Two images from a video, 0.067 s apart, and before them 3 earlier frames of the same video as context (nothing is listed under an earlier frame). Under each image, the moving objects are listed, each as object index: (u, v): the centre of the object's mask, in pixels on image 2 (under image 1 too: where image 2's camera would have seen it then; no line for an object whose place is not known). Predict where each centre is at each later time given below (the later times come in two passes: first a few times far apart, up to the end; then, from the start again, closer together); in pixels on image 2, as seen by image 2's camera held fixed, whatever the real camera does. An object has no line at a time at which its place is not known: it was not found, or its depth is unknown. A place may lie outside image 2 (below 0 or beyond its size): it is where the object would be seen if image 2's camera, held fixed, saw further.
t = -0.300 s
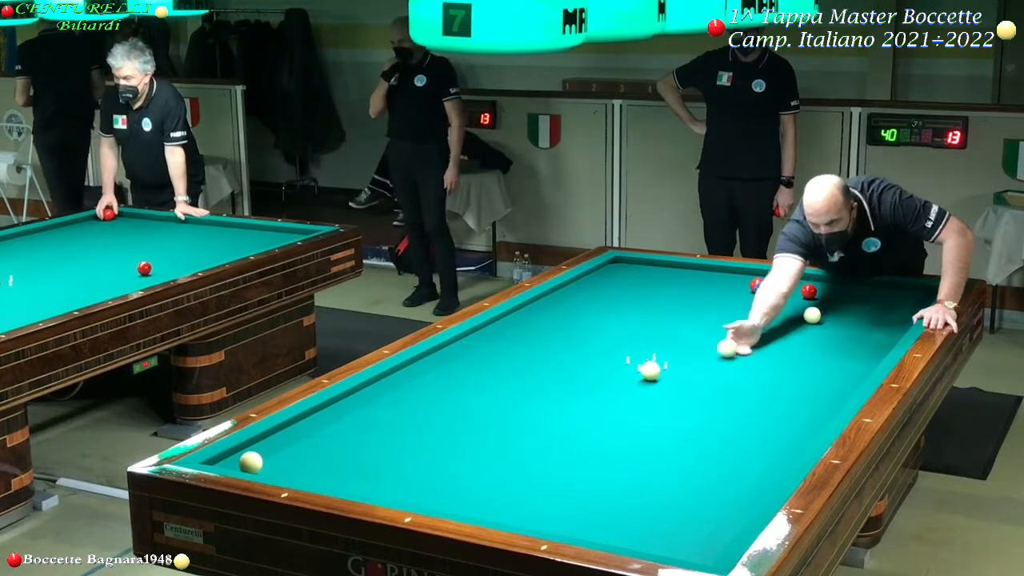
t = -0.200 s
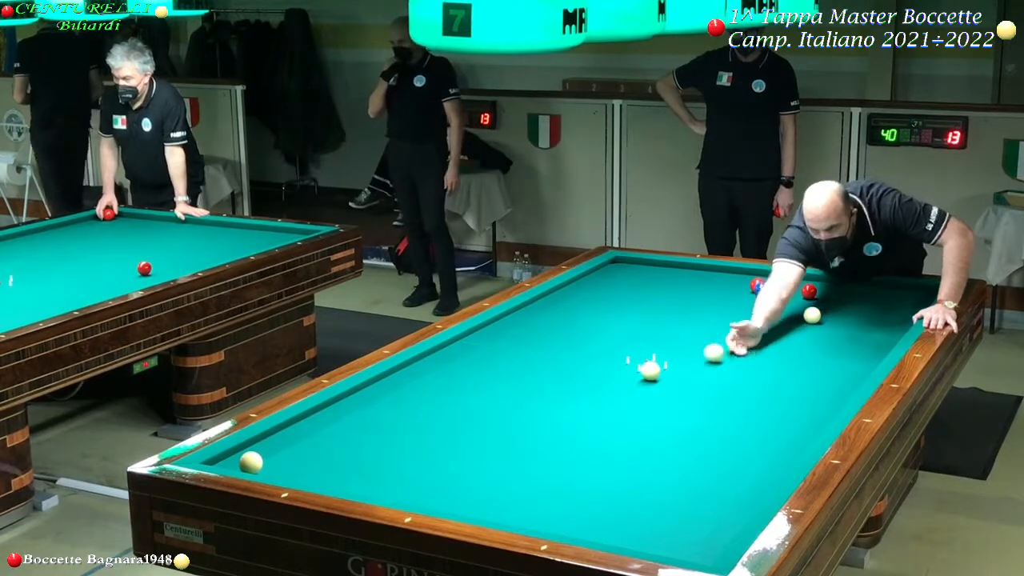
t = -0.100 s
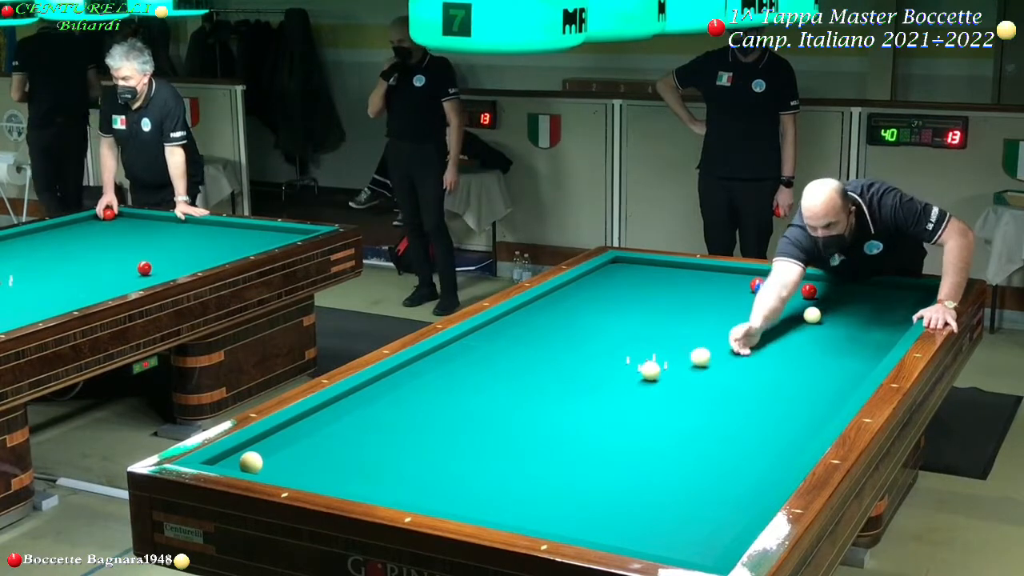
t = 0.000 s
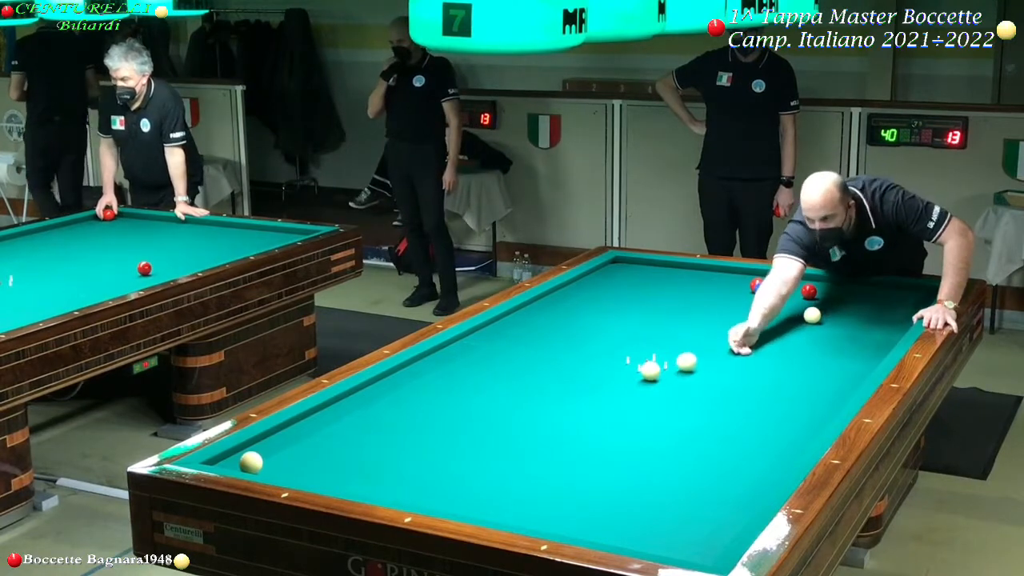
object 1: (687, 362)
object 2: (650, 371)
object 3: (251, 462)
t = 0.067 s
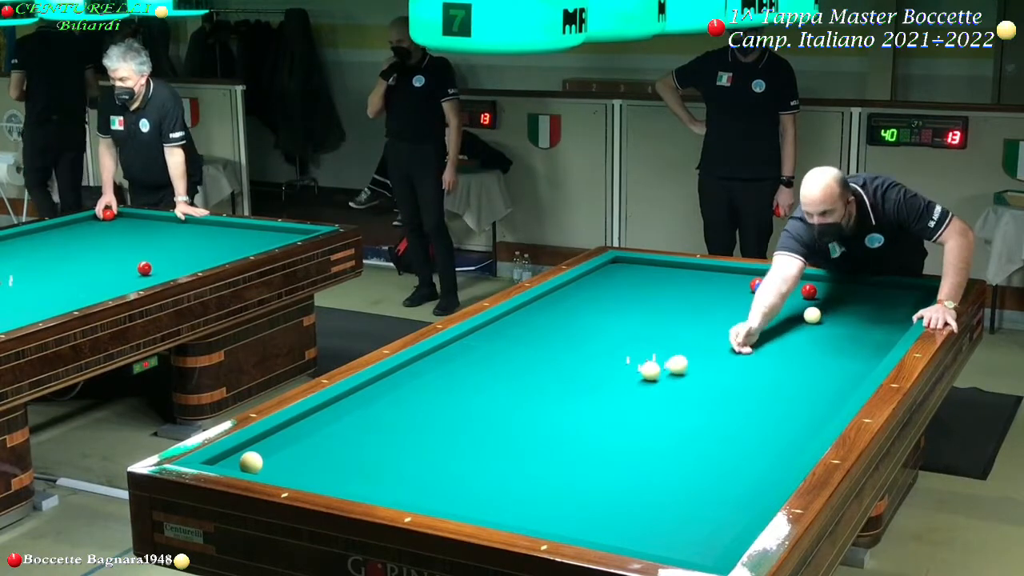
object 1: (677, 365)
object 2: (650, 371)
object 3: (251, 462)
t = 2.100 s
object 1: (652, 422)
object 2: (409, 408)
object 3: (251, 462)
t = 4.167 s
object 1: (638, 471)
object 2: (273, 454)
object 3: (251, 462)
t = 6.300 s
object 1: (630, 504)
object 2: (298, 476)
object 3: (234, 463)
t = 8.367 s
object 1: (631, 511)
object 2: (307, 476)
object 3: (234, 463)
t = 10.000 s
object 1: (630, 511)
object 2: (308, 476)
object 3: (234, 463)
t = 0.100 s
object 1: (673, 366)
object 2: (650, 371)
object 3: (251, 462)
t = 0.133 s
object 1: (669, 368)
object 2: (650, 371)
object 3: (251, 462)
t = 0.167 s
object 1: (668, 369)
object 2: (646, 372)
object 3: (251, 462)
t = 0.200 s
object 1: (669, 370)
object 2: (640, 372)
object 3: (251, 462)
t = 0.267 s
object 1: (669, 371)
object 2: (631, 374)
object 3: (251, 462)
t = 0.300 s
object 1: (669, 372)
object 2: (626, 375)
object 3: (251, 462)
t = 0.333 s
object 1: (668, 373)
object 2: (623, 375)
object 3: (251, 462)
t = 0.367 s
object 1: (668, 374)
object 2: (619, 375)
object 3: (251, 462)
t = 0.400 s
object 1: (667, 375)
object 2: (614, 376)
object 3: (251, 462)
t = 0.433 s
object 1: (667, 376)
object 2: (610, 377)
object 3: (251, 462)
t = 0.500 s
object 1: (667, 378)
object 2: (602, 378)
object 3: (251, 462)
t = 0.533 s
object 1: (666, 379)
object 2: (598, 379)
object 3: (251, 462)
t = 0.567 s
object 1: (666, 380)
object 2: (594, 379)
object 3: (251, 462)
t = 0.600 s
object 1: (666, 381)
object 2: (590, 380)
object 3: (251, 462)
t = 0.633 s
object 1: (665, 381)
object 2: (586, 381)
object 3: (251, 462)
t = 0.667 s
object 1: (665, 382)
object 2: (582, 381)
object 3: (251, 462)
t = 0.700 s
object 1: (665, 383)
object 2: (578, 382)
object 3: (251, 462)
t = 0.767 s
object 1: (664, 385)
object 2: (570, 383)
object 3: (251, 462)
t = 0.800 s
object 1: (664, 386)
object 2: (565, 384)
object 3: (251, 462)
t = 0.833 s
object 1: (663, 387)
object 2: (562, 384)
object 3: (251, 462)
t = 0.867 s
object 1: (663, 388)
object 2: (558, 385)
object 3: (251, 462)
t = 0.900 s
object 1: (662, 389)
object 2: (553, 385)
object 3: (251, 462)
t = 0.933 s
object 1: (662, 390)
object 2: (550, 386)
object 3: (251, 462)
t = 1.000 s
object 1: (662, 392)
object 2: (542, 387)
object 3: (251, 462)
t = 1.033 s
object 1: (661, 393)
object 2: (538, 388)
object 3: (251, 462)
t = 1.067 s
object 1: (661, 394)
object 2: (534, 388)
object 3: (251, 462)
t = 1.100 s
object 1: (661, 395)
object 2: (530, 389)
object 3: (251, 462)
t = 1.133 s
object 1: (660, 396)
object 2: (525, 390)
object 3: (251, 462)
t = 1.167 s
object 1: (660, 396)
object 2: (521, 390)
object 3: (251, 462)
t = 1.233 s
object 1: (660, 398)
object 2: (514, 391)
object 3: (251, 462)
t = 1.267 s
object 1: (659, 399)
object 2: (509, 392)
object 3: (251, 462)
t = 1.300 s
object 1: (659, 400)
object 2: (505, 393)
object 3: (251, 462)
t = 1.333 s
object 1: (658, 401)
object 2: (501, 394)
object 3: (251, 462)
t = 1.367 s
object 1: (658, 402)
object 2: (497, 394)
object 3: (251, 462)
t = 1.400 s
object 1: (658, 403)
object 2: (493, 395)
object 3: (251, 462)
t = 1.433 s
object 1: (658, 404)
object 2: (489, 395)
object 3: (251, 462)
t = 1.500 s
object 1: (657, 405)
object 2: (481, 396)
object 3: (251, 462)
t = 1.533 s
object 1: (657, 407)
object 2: (477, 397)
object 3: (251, 462)
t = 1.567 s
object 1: (656, 407)
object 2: (473, 398)
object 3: (251, 462)
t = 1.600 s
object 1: (656, 408)
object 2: (469, 399)
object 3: (251, 462)
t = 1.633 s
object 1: (656, 409)
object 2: (465, 399)
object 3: (251, 462)
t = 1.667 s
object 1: (655, 410)
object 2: (461, 400)
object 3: (251, 462)
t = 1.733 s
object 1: (655, 411)
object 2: (453, 401)
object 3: (251, 462)
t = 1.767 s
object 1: (654, 413)
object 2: (449, 401)
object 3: (251, 462)
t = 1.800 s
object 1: (654, 414)
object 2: (445, 402)
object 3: (251, 462)
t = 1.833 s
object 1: (654, 415)
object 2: (441, 403)
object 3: (251, 462)
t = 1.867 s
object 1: (654, 416)
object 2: (437, 403)
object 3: (251, 462)
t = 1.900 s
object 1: (653, 417)
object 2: (433, 404)
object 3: (251, 462)
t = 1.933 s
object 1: (653, 417)
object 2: (429, 405)
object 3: (251, 462)
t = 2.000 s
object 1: (652, 420)
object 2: (421, 406)
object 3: (251, 462)
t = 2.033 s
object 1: (652, 421)
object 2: (417, 407)
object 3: (251, 462)
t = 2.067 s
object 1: (652, 422)
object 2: (413, 407)
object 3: (251, 462)
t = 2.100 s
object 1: (652, 422)
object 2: (409, 408)
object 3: (251, 462)
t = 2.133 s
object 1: (651, 423)
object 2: (405, 408)
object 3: (251, 462)
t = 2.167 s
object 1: (651, 424)
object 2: (402, 409)
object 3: (251, 462)
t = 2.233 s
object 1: (650, 426)
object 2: (394, 410)
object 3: (251, 462)
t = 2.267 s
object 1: (650, 427)
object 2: (390, 410)
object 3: (251, 462)
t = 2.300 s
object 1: (650, 427)
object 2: (386, 411)
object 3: (251, 462)
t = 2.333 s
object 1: (650, 428)
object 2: (382, 412)
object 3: (251, 462)
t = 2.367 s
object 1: (649, 429)
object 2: (378, 413)
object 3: (251, 462)
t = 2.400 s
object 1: (649, 430)
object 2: (374, 413)
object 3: (251, 462)
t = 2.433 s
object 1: (649, 431)
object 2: (371, 414)
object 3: (251, 462)
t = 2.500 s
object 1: (648, 433)
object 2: (362, 415)
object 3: (251, 462)
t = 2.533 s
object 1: (648, 433)
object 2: (359, 415)
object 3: (251, 462)
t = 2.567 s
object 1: (648, 434)
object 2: (355, 416)
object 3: (251, 462)
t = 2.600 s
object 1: (647, 435)
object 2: (351, 417)
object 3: (251, 462)
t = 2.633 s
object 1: (647, 436)
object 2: (347, 417)
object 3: (251, 462)
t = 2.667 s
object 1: (647, 437)
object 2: (344, 418)
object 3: (251, 462)
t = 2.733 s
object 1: (646, 438)
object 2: (336, 419)
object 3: (251, 462)
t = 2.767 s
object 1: (646, 439)
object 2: (332, 420)
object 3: (251, 462)
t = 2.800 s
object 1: (646, 440)
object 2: (328, 420)
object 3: (251, 462)
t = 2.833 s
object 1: (645, 441)
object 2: (325, 421)
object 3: (251, 462)
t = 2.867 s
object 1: (645, 441)
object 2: (321, 421)
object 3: (251, 462)
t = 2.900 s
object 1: (645, 442)
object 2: (317, 422)
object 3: (251, 462)
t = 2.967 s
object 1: (645, 444)
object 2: (310, 423)
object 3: (251, 462)
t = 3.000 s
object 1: (644, 445)
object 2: (306, 424)
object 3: (251, 462)
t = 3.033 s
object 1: (644, 446)
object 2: (302, 424)
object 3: (251, 462)
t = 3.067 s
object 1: (644, 446)
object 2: (298, 425)
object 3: (251, 462)
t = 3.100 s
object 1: (644, 447)
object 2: (294, 425)
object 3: (251, 462)
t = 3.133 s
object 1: (643, 448)
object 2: (291, 426)
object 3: (251, 462)
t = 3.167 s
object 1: (643, 449)
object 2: (288, 426)
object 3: (251, 462)
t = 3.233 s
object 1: (643, 450)
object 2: (287, 428)
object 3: (251, 462)
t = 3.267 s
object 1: (643, 451)
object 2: (286, 429)
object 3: (251, 462)
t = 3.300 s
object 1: (642, 452)
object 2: (286, 430)
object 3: (251, 462)
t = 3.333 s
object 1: (642, 453)
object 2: (285, 431)
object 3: (251, 462)
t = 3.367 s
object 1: (642, 454)
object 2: (285, 432)
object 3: (251, 462)
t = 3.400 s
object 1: (642, 454)
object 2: (284, 433)
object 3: (251, 462)
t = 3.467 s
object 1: (641, 456)
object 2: (283, 435)
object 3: (251, 462)
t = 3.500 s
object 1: (641, 457)
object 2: (283, 436)
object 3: (251, 462)
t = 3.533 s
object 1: (641, 457)
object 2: (282, 437)
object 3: (251, 462)
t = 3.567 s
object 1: (641, 458)
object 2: (282, 438)
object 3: (251, 462)
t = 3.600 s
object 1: (641, 459)
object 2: (281, 439)
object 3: (251, 462)
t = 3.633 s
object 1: (640, 460)
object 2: (281, 440)
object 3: (251, 462)
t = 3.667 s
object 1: (640, 461)
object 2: (280, 441)
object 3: (251, 462)
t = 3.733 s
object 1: (640, 462)
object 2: (280, 442)
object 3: (251, 462)
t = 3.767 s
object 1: (640, 463)
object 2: (279, 443)
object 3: (251, 462)
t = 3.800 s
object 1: (639, 464)
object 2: (279, 444)
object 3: (251, 462)
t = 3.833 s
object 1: (639, 464)
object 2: (278, 445)
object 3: (251, 462)
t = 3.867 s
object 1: (639, 465)
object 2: (277, 446)
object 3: (251, 462)
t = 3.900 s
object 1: (639, 466)
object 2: (277, 447)
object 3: (251, 462)
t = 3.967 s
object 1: (639, 467)
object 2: (276, 448)
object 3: (251, 462)
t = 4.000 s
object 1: (638, 468)
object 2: (276, 449)
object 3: (251, 462)
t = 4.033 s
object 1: (638, 469)
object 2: (275, 451)
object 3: (251, 462)
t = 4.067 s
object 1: (638, 470)
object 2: (275, 451)
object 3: (251, 462)
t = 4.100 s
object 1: (638, 470)
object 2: (274, 452)
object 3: (251, 462)
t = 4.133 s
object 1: (638, 471)
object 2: (274, 453)
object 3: (251, 462)
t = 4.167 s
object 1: (638, 471)
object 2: (273, 454)
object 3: (251, 462)
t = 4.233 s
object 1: (637, 473)
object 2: (272, 456)
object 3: (251, 462)
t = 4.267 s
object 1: (637, 474)
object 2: (272, 456)
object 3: (251, 462)
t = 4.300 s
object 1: (637, 474)
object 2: (272, 457)
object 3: (251, 462)
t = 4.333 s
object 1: (636, 475)
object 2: (272, 458)
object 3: (250, 462)
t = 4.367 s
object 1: (636, 476)
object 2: (272, 458)
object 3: (249, 462)
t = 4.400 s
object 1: (636, 476)
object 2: (272, 459)
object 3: (248, 463)
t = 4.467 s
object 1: (636, 477)
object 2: (273, 460)
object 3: (247, 463)
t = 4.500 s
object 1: (636, 478)
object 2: (274, 461)
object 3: (246, 463)
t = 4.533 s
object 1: (636, 479)
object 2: (274, 461)
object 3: (245, 463)
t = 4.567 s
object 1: (636, 479)
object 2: (275, 462)
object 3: (244, 463)
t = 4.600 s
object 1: (635, 480)
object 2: (275, 462)
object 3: (243, 463)
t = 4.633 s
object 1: (635, 480)
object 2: (276, 462)
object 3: (243, 463)
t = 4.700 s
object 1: (635, 482)
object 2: (277, 464)
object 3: (241, 463)
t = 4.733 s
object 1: (635, 482)
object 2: (277, 464)
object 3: (240, 464)
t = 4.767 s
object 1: (635, 483)
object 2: (278, 465)
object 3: (240, 464)
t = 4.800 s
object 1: (634, 483)
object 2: (278, 465)
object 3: (239, 464)
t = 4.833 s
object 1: (634, 484)
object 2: (279, 466)
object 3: (238, 463)
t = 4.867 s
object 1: (634, 485)
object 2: (279, 466)
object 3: (237, 464)
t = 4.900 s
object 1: (634, 485)
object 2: (279, 466)
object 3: (237, 464)
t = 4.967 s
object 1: (634, 486)
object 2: (280, 467)
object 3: (235, 464)
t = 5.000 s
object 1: (634, 487)
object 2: (281, 468)
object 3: (234, 464)
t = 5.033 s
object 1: (633, 487)
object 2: (281, 468)
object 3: (234, 464)
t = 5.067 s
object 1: (633, 488)
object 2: (282, 468)
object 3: (234, 464)
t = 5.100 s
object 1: (633, 489)
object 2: (282, 468)
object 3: (234, 464)
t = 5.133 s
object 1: (633, 489)
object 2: (282, 469)
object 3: (234, 464)
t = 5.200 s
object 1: (633, 490)
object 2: (283, 469)
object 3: (234, 464)
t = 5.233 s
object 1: (633, 491)
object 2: (283, 470)
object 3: (235, 463)
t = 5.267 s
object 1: (633, 491)
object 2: (284, 470)
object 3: (235, 463)
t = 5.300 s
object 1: (632, 492)
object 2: (284, 470)
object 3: (235, 463)
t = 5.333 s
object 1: (632, 492)
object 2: (284, 471)
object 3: (235, 463)
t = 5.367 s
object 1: (632, 493)
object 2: (285, 471)
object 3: (235, 463)
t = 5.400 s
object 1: (632, 493)
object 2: (285, 471)
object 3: (235, 463)
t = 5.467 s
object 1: (632, 494)
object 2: (286, 472)
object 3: (235, 463)
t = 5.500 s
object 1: (632, 495)
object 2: (286, 472)
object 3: (235, 463)
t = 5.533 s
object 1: (632, 495)
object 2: (287, 472)
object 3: (235, 463)
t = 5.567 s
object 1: (632, 496)
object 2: (287, 472)
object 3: (235, 463)
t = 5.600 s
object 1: (632, 496)
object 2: (288, 473)
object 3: (235, 463)
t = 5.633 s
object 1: (631, 497)
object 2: (288, 473)
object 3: (235, 463)
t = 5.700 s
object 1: (631, 497)
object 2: (289, 474)
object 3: (235, 463)
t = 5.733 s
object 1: (631, 498)
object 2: (289, 474)
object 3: (234, 463)
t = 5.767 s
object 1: (631, 498)
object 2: (289, 474)
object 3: (234, 463)
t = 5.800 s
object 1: (631, 499)
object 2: (290, 474)
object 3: (234, 463)
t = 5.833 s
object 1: (631, 499)
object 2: (290, 475)
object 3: (234, 463)
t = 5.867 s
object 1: (631, 500)
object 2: (291, 475)
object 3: (234, 463)
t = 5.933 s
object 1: (631, 500)
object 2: (291, 475)
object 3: (234, 463)
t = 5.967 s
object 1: (631, 501)
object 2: (292, 475)
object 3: (234, 463)
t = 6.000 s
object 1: (631, 501)
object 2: (292, 475)
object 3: (234, 463)
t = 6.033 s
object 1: (631, 501)
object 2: (293, 475)
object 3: (234, 463)
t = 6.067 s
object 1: (631, 502)
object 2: (294, 475)
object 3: (234, 463)
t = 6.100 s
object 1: (631, 502)
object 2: (294, 475)
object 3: (234, 463)
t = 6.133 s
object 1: (631, 503)
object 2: (295, 476)
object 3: (234, 463)
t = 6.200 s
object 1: (631, 503)
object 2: (296, 476)
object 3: (234, 463)
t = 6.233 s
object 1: (630, 504)
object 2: (297, 476)
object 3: (234, 463)
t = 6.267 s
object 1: (631, 504)
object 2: (298, 476)
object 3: (234, 463)
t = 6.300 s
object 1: (630, 504)
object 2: (298, 476)
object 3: (234, 463)
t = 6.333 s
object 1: (631, 505)
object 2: (298, 476)
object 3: (234, 463)
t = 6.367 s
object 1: (630, 505)
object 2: (299, 475)
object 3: (234, 463)
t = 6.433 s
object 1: (630, 505)
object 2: (300, 475)
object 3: (234, 463)
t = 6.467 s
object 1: (630, 506)
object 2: (301, 476)
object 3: (234, 463)
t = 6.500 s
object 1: (630, 506)
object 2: (301, 476)
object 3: (234, 463)
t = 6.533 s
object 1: (631, 506)
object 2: (301, 476)
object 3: (234, 463)
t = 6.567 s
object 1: (630, 506)
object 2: (302, 476)
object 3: (234, 463)
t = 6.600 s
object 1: (630, 507)
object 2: (302, 476)
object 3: (234, 463)
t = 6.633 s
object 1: (630, 507)
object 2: (302, 476)
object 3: (234, 463)
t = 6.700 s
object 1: (630, 507)
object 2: (303, 476)
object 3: (234, 463)
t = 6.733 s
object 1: (631, 508)
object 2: (303, 476)
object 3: (234, 463)
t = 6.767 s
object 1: (630, 508)
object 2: (304, 476)
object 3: (234, 463)
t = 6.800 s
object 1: (630, 508)
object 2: (304, 476)
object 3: (234, 463)
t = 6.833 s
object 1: (630, 508)
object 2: (305, 476)
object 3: (234, 463)
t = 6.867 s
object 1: (630, 508)
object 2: (305, 476)
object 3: (234, 463)
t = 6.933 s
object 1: (630, 509)
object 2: (306, 475)
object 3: (234, 463)
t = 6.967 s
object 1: (630, 509)
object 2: (306, 475)
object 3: (234, 463)
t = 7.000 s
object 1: (630, 509)
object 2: (306, 476)
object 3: (234, 463)
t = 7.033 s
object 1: (630, 509)
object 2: (306, 476)
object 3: (234, 463)
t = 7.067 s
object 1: (630, 509)
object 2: (306, 476)
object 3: (234, 463)
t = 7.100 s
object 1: (630, 509)
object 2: (307, 476)
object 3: (234, 463)
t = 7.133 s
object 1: (630, 510)
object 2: (307, 476)
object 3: (234, 463)
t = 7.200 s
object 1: (630, 510)
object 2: (307, 476)
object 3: (234, 463)
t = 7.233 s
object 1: (630, 510)
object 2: (307, 476)
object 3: (234, 463)
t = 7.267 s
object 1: (630, 510)
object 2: (307, 476)
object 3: (234, 463)
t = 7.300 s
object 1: (630, 510)
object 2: (307, 476)
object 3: (234, 463)
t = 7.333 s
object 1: (630, 510)
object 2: (307, 476)
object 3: (234, 463)
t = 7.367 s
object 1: (630, 510)
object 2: (307, 476)
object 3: (234, 463)
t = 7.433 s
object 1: (630, 510)
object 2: (307, 476)
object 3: (234, 463)
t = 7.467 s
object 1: (630, 510)
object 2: (307, 476)
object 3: (234, 463)
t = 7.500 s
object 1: (630, 511)
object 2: (307, 476)
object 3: (234, 463)
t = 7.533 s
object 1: (631, 511)
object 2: (307, 476)
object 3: (234, 463)
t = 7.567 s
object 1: (631, 511)
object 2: (307, 476)
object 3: (234, 463)
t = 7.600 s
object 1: (630, 511)
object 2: (307, 476)
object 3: (234, 463)
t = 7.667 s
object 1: (631, 511)
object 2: (307, 476)
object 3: (234, 463)
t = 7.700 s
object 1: (631, 511)
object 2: (307, 476)
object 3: (234, 463)
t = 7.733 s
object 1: (631, 511)
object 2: (307, 476)
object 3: (234, 463)
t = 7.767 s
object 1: (631, 511)
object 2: (307, 476)
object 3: (234, 463)
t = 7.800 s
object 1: (631, 511)
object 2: (307, 476)
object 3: (234, 463)
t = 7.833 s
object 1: (631, 511)
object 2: (307, 476)
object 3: (234, 463)
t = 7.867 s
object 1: (631, 511)
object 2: (308, 476)
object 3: (234, 463)
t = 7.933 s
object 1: (631, 510)
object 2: (308, 476)
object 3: (234, 463)
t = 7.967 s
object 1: (631, 510)
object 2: (308, 476)
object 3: (234, 463)
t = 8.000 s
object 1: (631, 511)
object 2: (308, 476)
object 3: (234, 463)
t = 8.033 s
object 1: (631, 511)
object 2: (308, 476)
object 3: (234, 463)
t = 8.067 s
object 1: (631, 511)
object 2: (308, 476)
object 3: (234, 463)
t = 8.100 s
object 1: (631, 511)
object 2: (308, 476)
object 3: (234, 463)
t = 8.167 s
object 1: (631, 510)
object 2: (308, 476)
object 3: (234, 463)
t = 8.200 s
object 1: (631, 511)
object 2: (307, 476)
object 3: (234, 463)
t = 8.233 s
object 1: (631, 511)
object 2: (307, 476)
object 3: (234, 463)
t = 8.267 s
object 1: (631, 510)
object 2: (307, 476)
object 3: (234, 463)
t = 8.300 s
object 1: (630, 511)
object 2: (307, 476)
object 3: (234, 463)
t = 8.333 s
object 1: (631, 511)
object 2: (308, 476)
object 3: (234, 463)
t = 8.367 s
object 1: (631, 511)
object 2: (307, 476)
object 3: (234, 463)
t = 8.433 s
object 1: (631, 511)
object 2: (307, 476)
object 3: (234, 463)
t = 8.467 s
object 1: (630, 510)
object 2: (307, 476)
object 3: (234, 463)
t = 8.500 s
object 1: (631, 511)
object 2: (307, 476)
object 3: (234, 463)
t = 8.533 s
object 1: (631, 511)
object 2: (308, 476)
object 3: (234, 463)
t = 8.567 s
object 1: (631, 511)
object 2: (307, 476)
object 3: (234, 463)
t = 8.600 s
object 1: (631, 511)
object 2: (307, 476)
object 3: (234, 463)
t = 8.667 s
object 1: (630, 511)
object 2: (307, 476)
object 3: (234, 463)
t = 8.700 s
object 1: (631, 511)
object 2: (307, 476)
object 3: (234, 463)
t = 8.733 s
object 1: (630, 511)
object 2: (307, 476)
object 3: (234, 463)
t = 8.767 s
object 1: (630, 511)
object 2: (307, 476)
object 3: (234, 463)
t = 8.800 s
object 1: (630, 511)
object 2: (307, 476)
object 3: (234, 463)
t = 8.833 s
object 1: (631, 511)
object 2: (308, 476)
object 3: (234, 463)
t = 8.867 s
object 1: (630, 511)
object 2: (307, 476)
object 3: (234, 463)
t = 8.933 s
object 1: (631, 511)
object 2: (307, 476)
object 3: (234, 463)
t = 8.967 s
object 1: (631, 511)
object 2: (307, 476)
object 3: (234, 463)
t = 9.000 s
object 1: (631, 511)
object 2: (307, 476)
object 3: (234, 463)
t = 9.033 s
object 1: (631, 511)
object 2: (307, 476)
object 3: (234, 463)
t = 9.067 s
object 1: (631, 511)
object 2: (308, 476)
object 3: (234, 463)
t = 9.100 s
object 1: (631, 511)
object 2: (307, 476)
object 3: (234, 463)
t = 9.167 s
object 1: (631, 511)
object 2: (307, 476)
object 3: (234, 463)
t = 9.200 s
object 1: (631, 511)
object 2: (308, 476)
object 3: (234, 463)
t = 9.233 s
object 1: (631, 511)
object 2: (308, 476)
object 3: (234, 463)
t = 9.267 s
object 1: (630, 511)
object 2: (308, 476)
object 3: (234, 463)
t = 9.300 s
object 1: (631, 511)
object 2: (308, 476)
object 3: (234, 463)
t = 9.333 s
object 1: (631, 511)
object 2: (308, 476)
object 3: (234, 463)
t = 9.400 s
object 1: (631, 511)
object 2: (308, 476)
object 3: (234, 463)
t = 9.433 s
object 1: (631, 511)
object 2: (308, 476)
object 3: (234, 463)
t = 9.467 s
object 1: (631, 511)
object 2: (308, 476)
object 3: (234, 463)
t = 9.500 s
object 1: (631, 511)
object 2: (308, 476)
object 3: (234, 463)
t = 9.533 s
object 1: (631, 511)
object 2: (308, 476)
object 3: (234, 463)
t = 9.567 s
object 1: (631, 511)
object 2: (308, 476)
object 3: (234, 463)
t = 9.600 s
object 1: (631, 511)
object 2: (308, 476)
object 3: (234, 463)
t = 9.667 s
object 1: (631, 511)
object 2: (308, 476)
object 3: (234, 463)
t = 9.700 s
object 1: (631, 511)
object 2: (308, 476)
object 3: (234, 463)
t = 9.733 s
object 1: (631, 511)
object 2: (308, 476)
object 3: (234, 463)
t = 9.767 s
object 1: (631, 511)
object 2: (308, 476)
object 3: (234, 463)
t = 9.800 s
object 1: (631, 511)
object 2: (308, 476)
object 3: (234, 463)
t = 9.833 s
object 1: (631, 511)
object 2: (308, 476)
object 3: (234, 463)
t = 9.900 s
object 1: (631, 510)
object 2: (308, 476)
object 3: (234, 463)
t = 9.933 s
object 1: (631, 511)
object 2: (308, 476)
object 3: (234, 463)
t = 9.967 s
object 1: (631, 511)
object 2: (308, 476)
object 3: (234, 463)
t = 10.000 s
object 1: (630, 511)
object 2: (308, 476)
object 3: (234, 463)
